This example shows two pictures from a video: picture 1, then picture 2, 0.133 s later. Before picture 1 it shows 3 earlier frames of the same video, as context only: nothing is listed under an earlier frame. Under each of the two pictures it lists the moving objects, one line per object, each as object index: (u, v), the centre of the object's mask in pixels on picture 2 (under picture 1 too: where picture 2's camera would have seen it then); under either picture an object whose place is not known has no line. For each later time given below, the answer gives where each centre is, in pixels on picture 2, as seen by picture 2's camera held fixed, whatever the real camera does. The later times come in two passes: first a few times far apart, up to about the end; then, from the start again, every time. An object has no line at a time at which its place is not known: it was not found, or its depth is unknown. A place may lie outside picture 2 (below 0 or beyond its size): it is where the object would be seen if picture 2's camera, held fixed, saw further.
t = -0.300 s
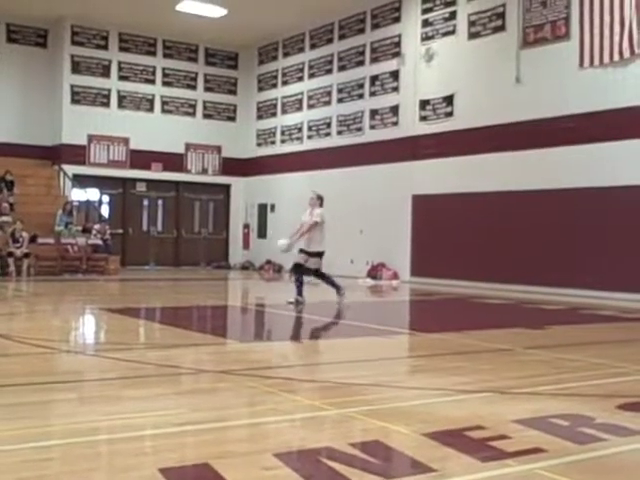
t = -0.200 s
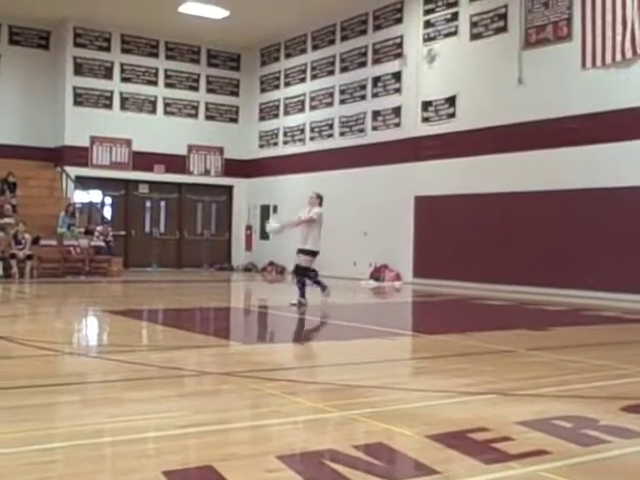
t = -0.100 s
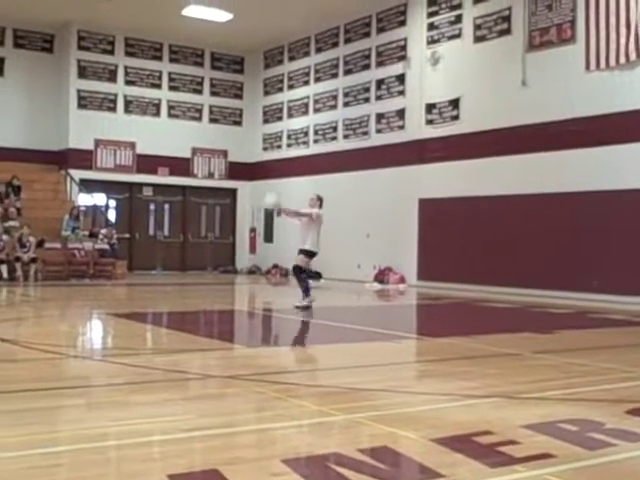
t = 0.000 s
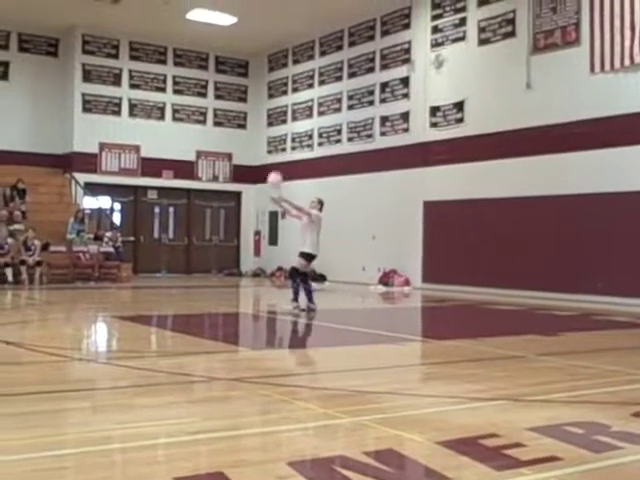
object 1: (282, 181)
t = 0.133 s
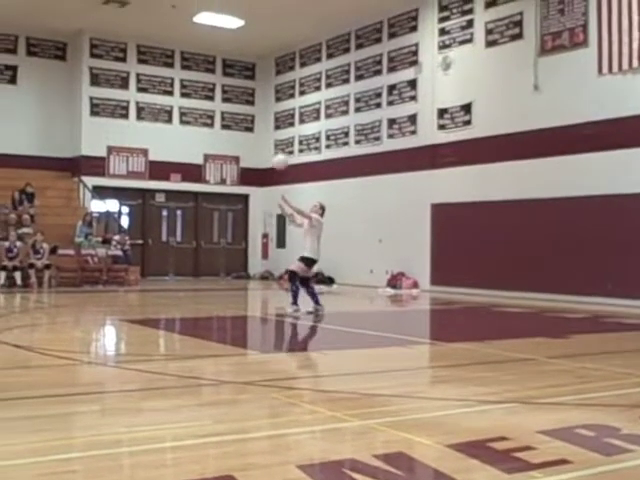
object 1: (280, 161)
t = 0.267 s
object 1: (278, 151)
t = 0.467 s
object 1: (275, 157)
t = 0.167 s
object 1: (279, 156)
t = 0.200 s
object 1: (279, 154)
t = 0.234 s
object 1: (278, 152)
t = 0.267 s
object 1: (278, 151)
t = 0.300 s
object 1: (278, 151)
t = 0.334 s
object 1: (278, 151)
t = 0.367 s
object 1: (277, 151)
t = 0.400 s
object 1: (276, 153)
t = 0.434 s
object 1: (275, 155)
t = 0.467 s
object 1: (275, 157)
